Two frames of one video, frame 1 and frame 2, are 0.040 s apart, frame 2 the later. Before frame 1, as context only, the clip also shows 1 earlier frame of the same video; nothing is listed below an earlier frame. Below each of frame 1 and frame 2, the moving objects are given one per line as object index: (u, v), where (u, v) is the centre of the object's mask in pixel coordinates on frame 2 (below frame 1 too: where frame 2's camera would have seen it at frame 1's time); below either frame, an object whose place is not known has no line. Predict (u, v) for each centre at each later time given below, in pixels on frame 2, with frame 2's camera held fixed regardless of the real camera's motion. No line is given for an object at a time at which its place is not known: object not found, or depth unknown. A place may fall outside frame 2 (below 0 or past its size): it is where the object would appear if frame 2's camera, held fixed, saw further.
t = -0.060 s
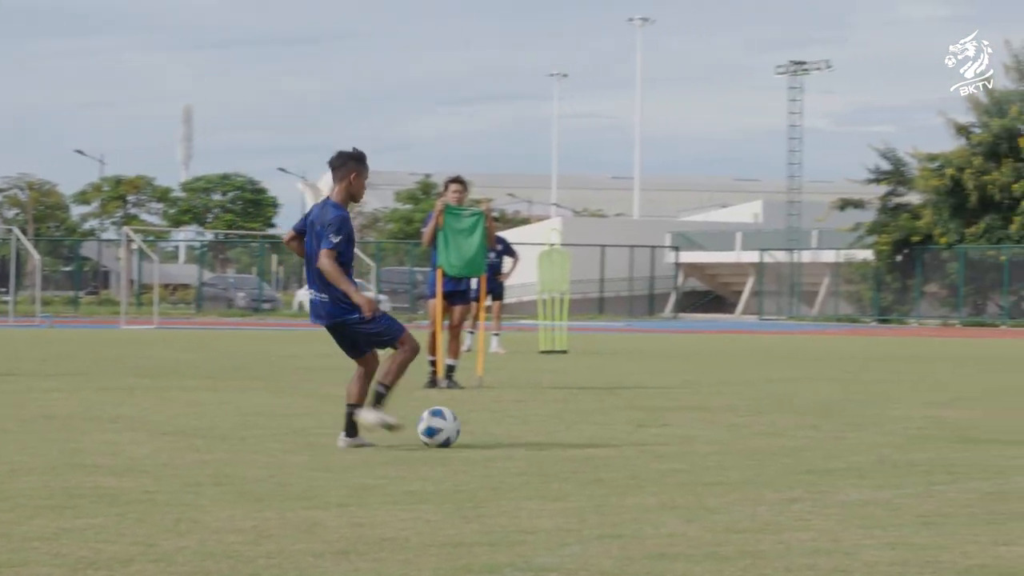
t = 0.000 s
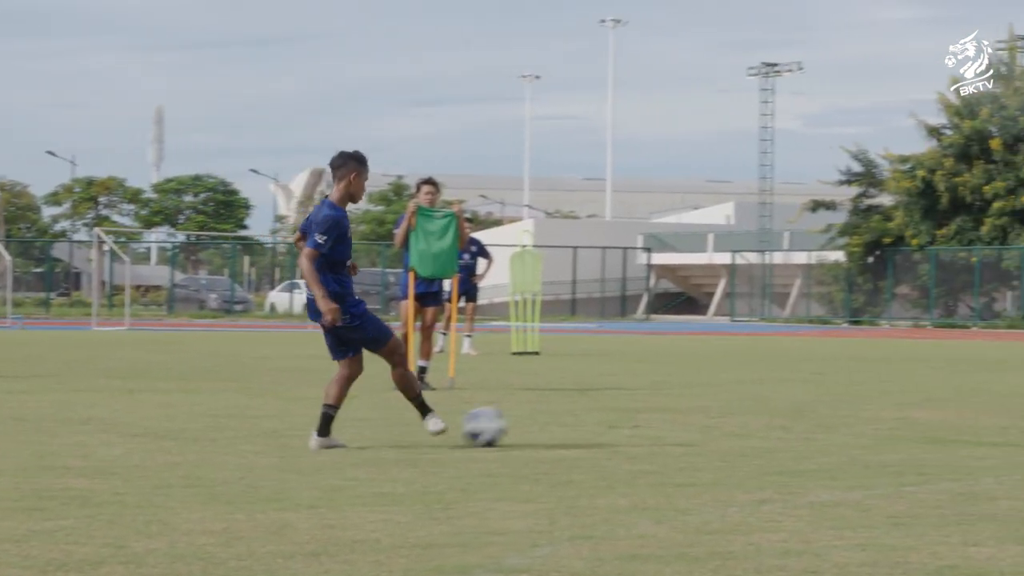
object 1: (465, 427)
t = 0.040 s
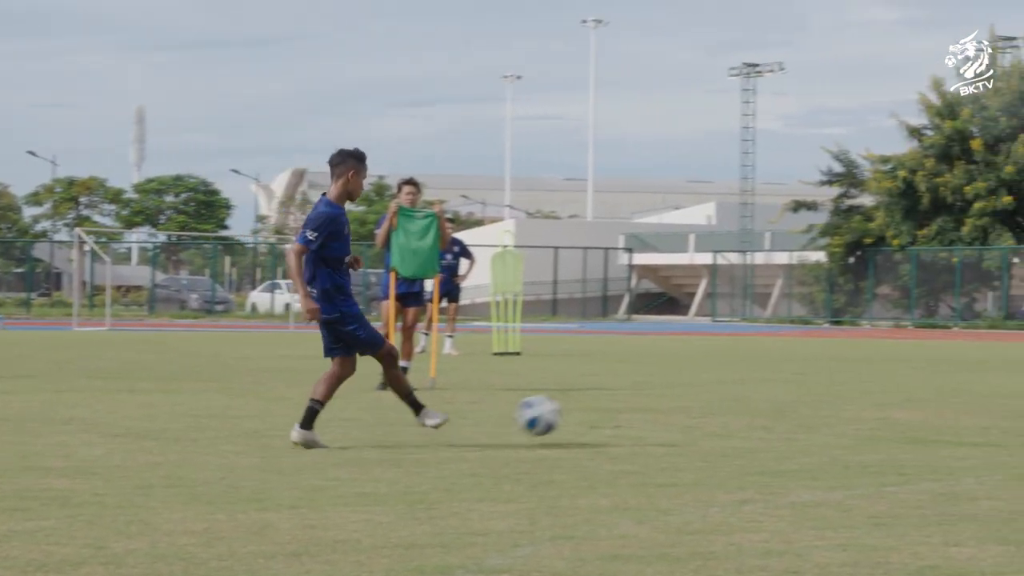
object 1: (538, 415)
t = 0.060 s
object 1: (574, 410)
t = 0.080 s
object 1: (608, 406)
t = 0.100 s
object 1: (642, 403)
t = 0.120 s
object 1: (675, 401)
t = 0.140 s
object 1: (708, 400)
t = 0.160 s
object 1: (740, 399)
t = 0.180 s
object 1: (771, 400)
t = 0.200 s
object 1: (802, 401)
